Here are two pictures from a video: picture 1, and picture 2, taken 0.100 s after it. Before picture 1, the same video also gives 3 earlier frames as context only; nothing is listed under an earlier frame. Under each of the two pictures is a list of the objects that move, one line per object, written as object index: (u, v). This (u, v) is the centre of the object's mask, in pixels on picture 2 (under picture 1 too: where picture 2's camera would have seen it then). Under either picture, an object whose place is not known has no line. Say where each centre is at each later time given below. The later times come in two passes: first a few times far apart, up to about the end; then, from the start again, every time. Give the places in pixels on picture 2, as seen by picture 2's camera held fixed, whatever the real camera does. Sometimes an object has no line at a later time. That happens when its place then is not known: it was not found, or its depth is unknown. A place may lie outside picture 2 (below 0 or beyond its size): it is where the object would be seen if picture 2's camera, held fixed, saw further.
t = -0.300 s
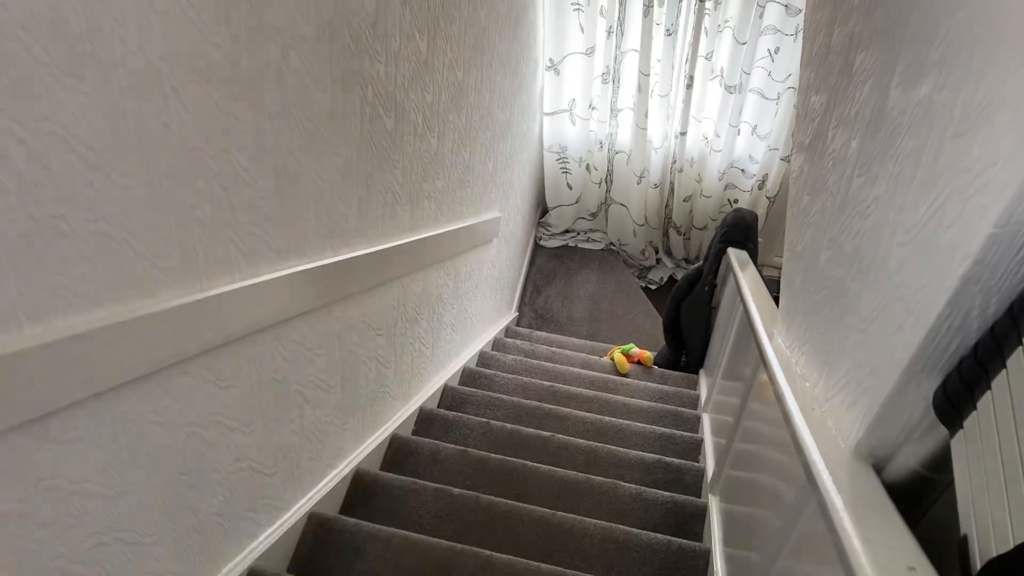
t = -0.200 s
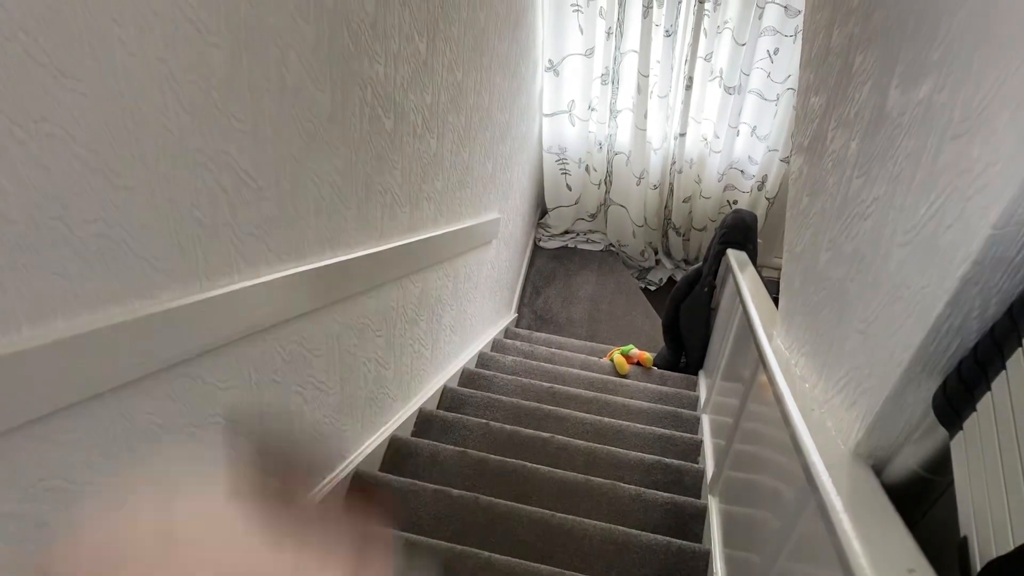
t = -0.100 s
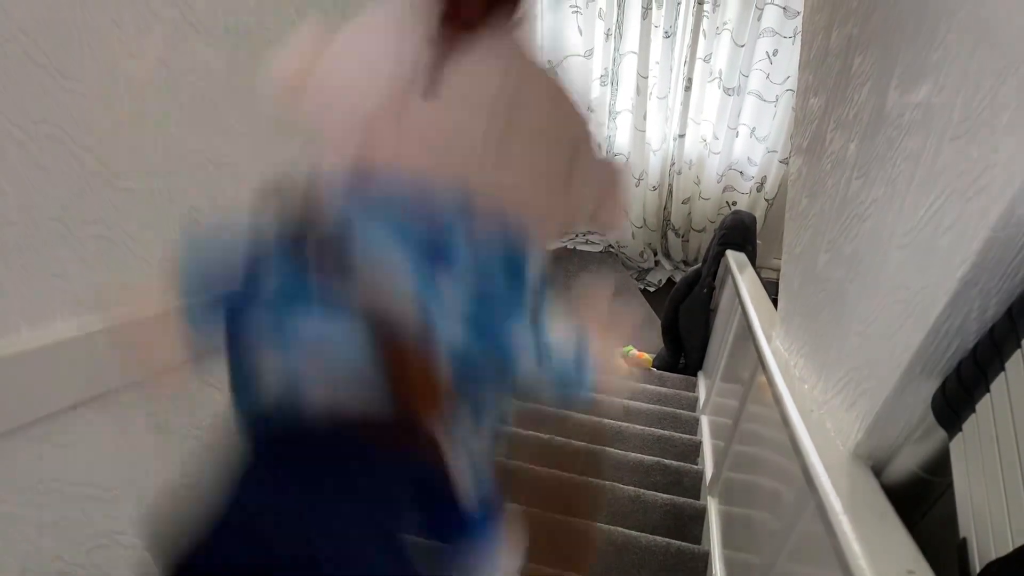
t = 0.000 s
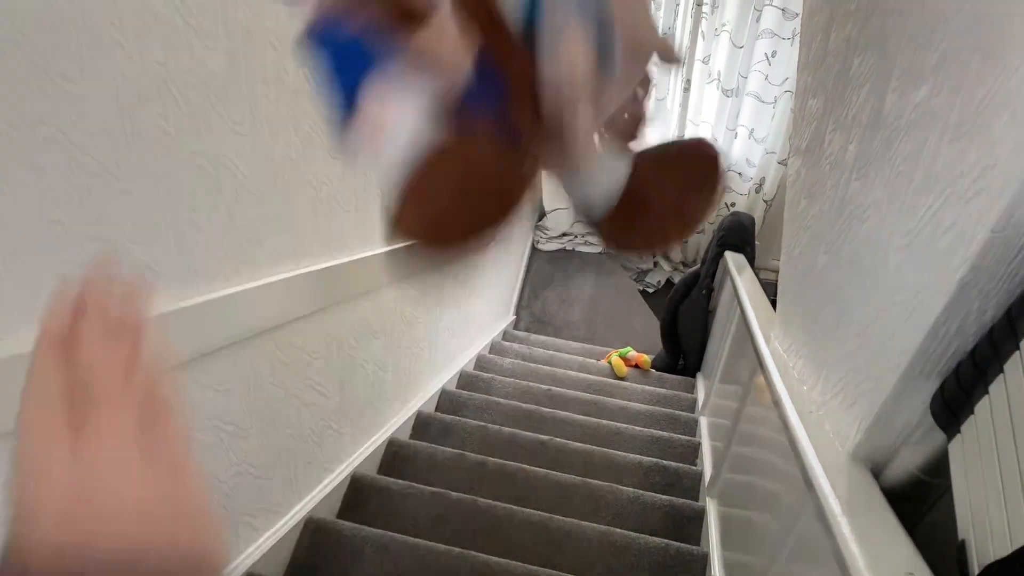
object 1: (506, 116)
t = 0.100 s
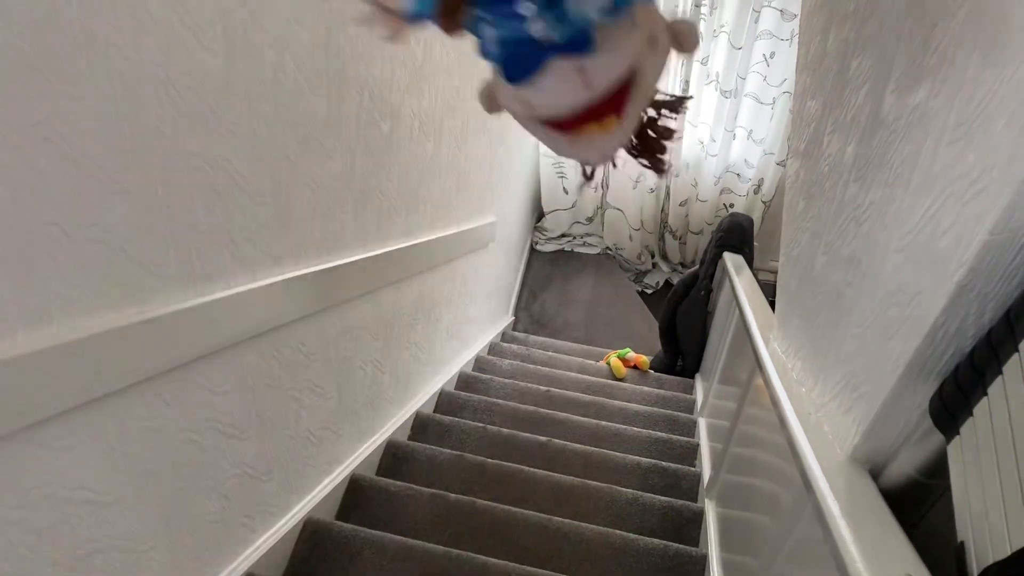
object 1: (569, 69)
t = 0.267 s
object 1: (590, 135)
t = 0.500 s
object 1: (591, 349)
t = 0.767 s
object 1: (591, 450)
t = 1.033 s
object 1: (613, 395)
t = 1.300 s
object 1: (633, 382)
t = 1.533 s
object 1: (635, 362)
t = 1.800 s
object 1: (642, 345)
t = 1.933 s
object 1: (647, 338)
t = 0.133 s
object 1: (575, 71)
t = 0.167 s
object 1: (589, 77)
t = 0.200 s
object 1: (591, 91)
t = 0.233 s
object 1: (592, 114)
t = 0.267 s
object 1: (590, 135)
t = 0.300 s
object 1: (592, 175)
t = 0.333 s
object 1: (599, 218)
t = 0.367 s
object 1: (599, 250)
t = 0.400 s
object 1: (598, 278)
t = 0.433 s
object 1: (598, 295)
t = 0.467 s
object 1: (596, 327)
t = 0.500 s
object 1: (591, 349)
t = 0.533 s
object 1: (591, 388)
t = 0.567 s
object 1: (591, 410)
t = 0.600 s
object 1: (589, 435)
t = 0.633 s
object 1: (587, 457)
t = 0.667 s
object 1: (586, 470)
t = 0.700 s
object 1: (588, 455)
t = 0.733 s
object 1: (590, 448)
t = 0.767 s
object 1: (591, 450)
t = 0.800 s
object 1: (593, 451)
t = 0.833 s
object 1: (593, 442)
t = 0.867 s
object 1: (596, 431)
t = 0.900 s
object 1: (596, 425)
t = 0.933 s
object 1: (602, 418)
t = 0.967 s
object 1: (605, 413)
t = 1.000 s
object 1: (609, 408)
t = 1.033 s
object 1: (613, 395)
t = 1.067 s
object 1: (614, 392)
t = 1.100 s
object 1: (618, 387)
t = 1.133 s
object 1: (620, 384)
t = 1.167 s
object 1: (621, 383)
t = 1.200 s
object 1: (625, 380)
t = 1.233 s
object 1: (628, 385)
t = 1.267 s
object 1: (632, 386)
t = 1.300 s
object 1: (633, 382)
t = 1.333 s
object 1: (633, 381)
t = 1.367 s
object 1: (634, 379)
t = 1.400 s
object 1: (633, 374)
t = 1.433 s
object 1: (632, 372)
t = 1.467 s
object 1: (638, 368)
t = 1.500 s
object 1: (636, 364)
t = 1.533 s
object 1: (635, 362)
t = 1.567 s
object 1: (633, 362)
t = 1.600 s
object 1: (633, 361)
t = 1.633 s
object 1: (631, 359)
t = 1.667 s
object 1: (634, 358)
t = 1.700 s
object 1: (635, 357)
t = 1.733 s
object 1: (638, 350)
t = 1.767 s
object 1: (641, 347)
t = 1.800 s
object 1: (642, 345)
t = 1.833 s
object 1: (642, 344)
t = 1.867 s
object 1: (642, 344)
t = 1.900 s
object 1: (641, 343)
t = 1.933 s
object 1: (647, 338)
